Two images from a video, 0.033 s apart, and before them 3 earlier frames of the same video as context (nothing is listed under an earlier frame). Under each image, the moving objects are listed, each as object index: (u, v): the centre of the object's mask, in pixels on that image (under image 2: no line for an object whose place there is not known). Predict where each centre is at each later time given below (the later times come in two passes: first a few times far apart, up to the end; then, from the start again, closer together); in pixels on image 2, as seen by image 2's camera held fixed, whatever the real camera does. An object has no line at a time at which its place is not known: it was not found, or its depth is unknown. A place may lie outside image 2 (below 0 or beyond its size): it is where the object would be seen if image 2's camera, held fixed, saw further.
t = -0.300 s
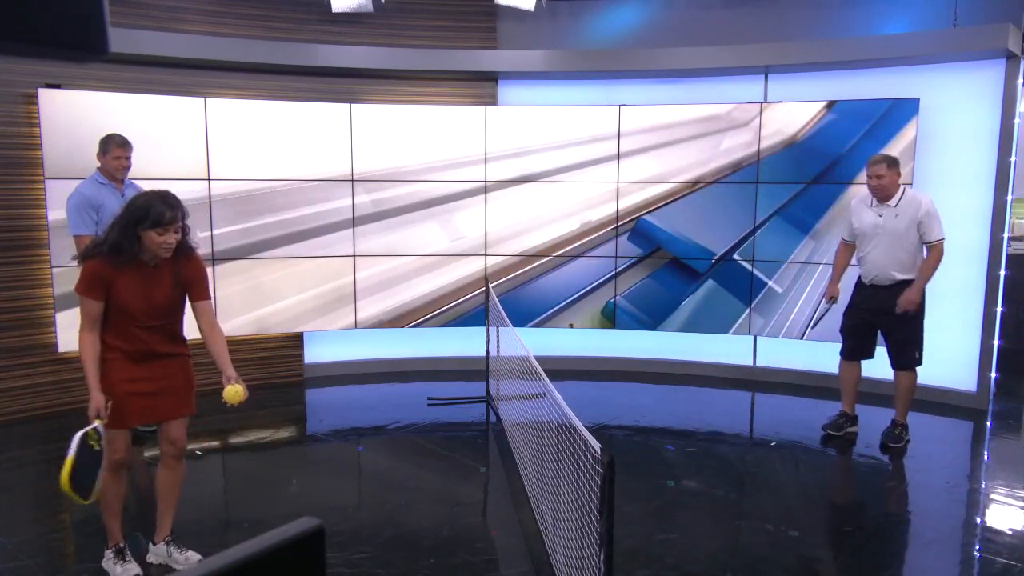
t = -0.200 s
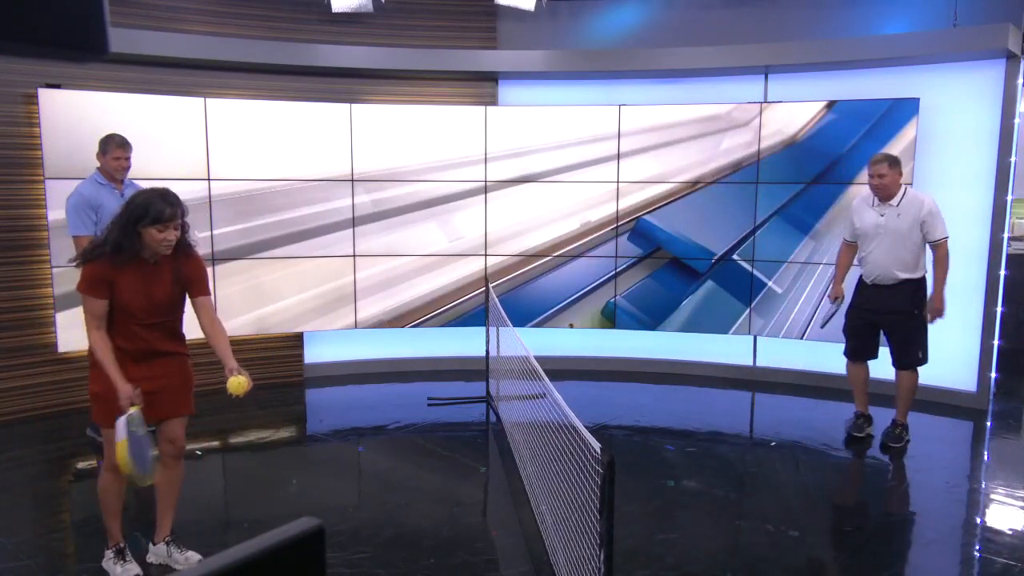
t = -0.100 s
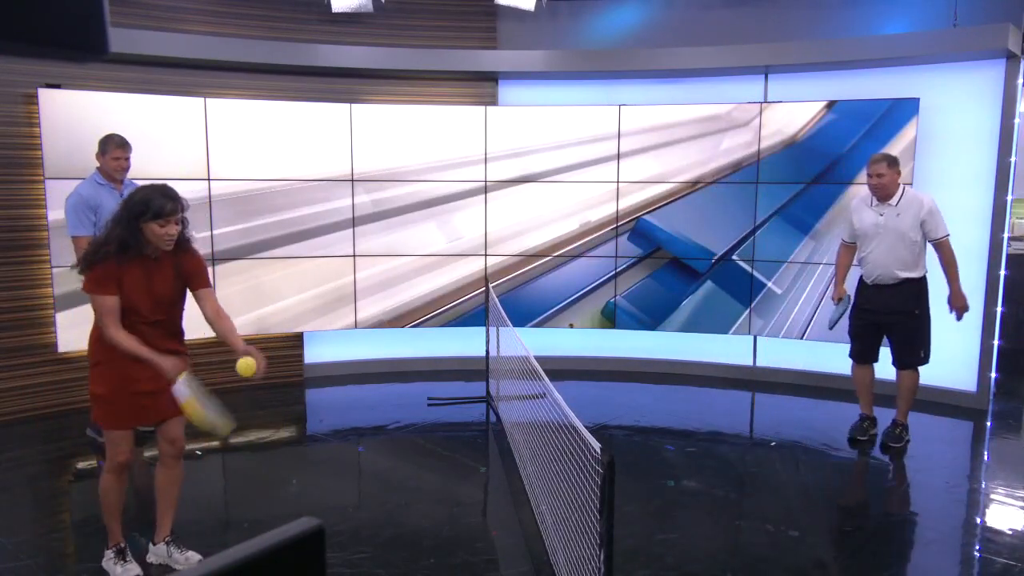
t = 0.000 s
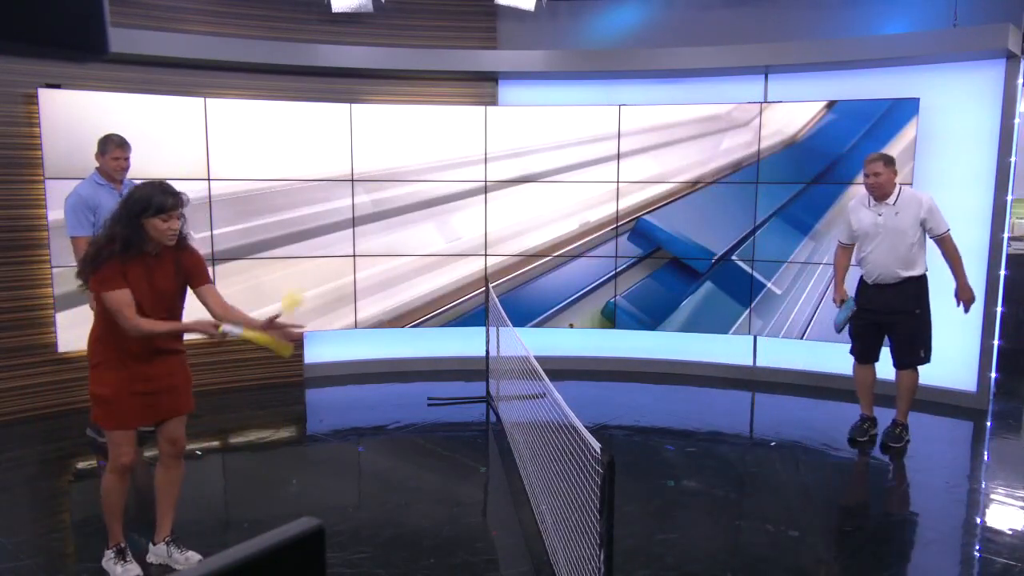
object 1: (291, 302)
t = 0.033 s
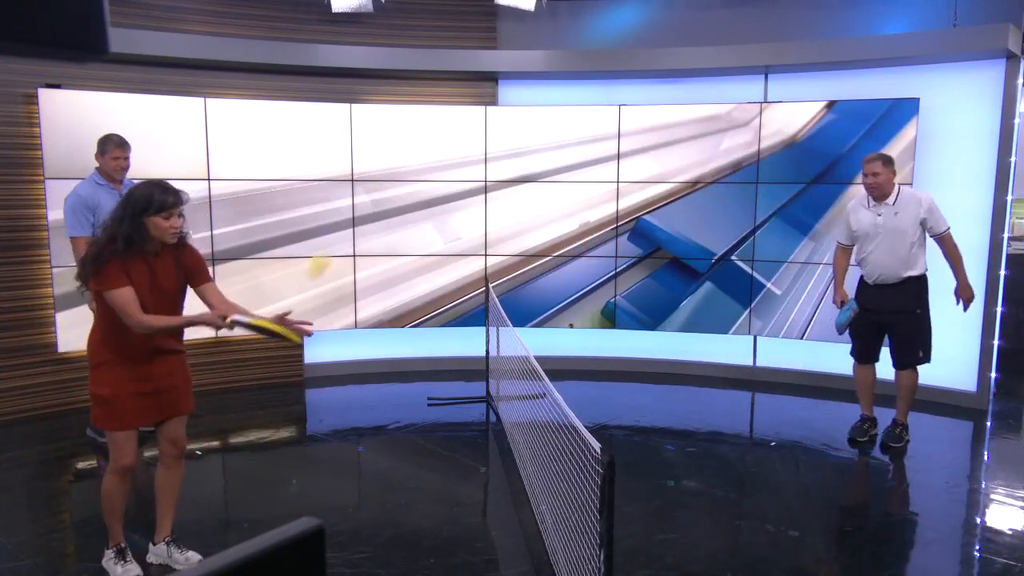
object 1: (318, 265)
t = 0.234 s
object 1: (461, 117)
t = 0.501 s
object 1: (616, 90)
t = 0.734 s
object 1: (719, 186)
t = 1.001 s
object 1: (802, 382)
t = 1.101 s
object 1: (824, 434)
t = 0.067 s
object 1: (343, 230)
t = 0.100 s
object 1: (367, 202)
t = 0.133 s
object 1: (393, 174)
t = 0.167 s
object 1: (416, 154)
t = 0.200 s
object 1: (439, 133)
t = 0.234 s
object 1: (461, 117)
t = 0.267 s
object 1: (484, 101)
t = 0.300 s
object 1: (502, 94)
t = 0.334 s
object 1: (524, 85)
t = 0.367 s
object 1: (544, 81)
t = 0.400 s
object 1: (563, 79)
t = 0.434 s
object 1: (581, 80)
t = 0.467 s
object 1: (598, 83)
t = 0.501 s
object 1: (616, 90)
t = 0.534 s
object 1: (633, 97)
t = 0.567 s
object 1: (648, 108)
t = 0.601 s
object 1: (665, 120)
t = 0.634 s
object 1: (678, 133)
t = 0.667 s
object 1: (693, 149)
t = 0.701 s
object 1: (707, 167)
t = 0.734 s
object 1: (719, 186)
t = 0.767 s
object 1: (731, 205)
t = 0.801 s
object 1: (743, 227)
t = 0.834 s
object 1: (754, 251)
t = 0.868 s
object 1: (765, 274)
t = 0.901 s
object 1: (775, 300)
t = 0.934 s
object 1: (786, 327)
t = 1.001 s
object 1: (802, 382)
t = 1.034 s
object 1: (811, 411)
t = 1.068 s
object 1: (818, 440)
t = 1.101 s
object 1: (824, 434)
